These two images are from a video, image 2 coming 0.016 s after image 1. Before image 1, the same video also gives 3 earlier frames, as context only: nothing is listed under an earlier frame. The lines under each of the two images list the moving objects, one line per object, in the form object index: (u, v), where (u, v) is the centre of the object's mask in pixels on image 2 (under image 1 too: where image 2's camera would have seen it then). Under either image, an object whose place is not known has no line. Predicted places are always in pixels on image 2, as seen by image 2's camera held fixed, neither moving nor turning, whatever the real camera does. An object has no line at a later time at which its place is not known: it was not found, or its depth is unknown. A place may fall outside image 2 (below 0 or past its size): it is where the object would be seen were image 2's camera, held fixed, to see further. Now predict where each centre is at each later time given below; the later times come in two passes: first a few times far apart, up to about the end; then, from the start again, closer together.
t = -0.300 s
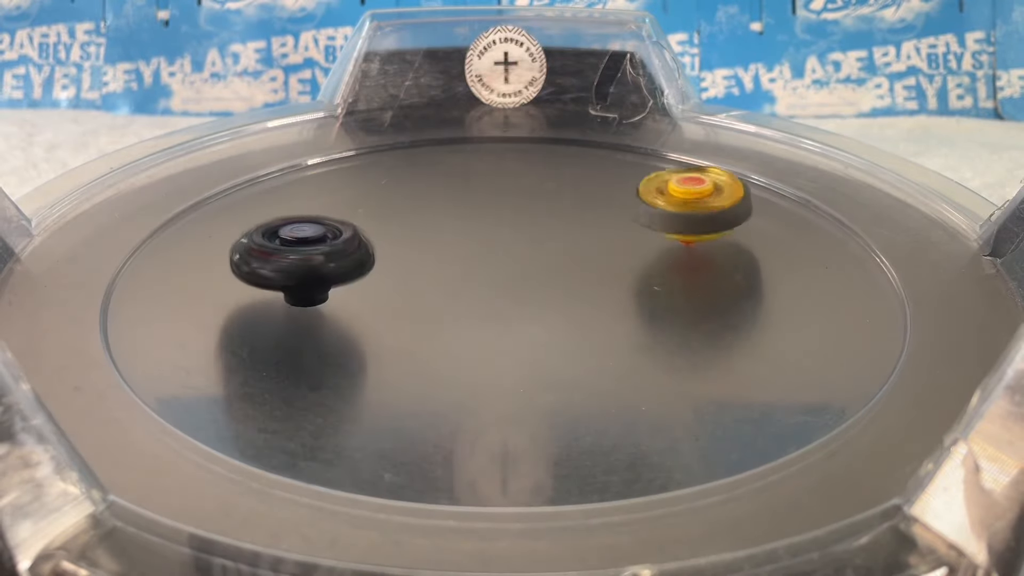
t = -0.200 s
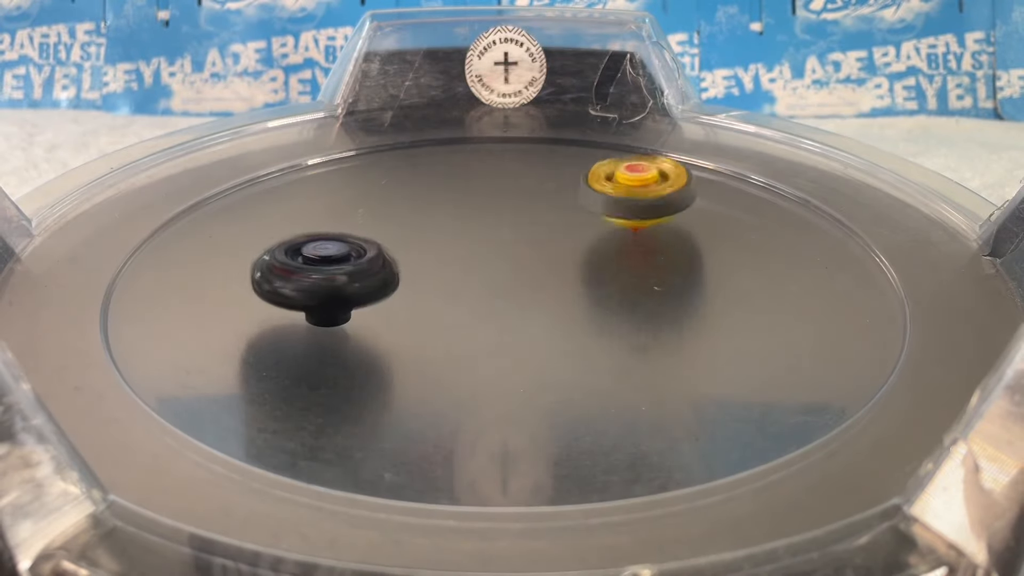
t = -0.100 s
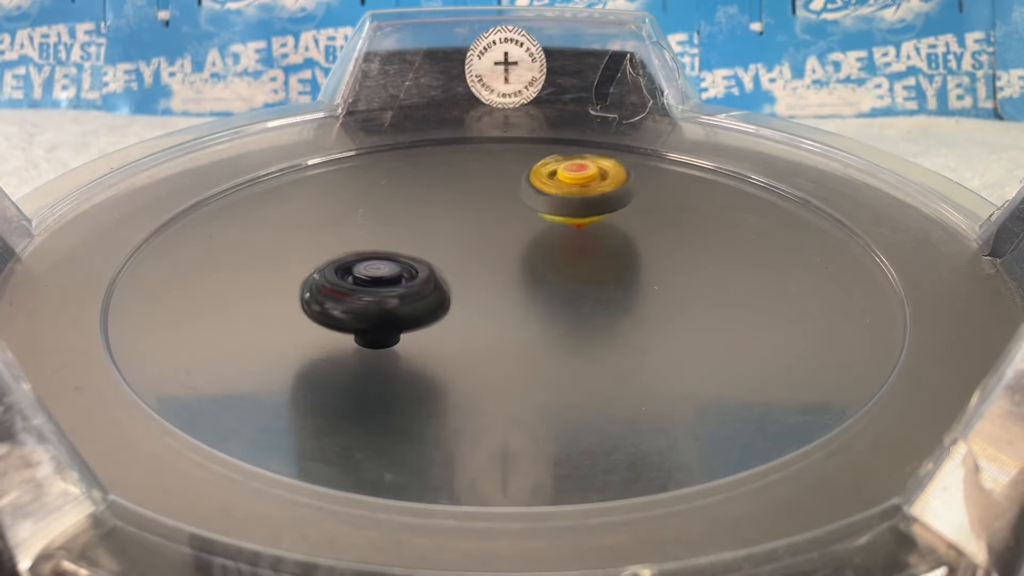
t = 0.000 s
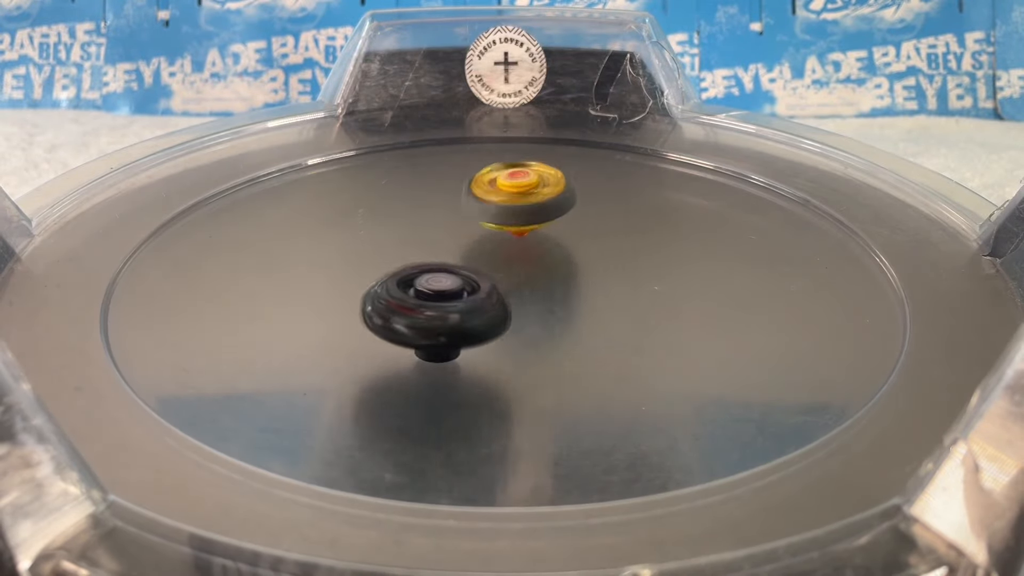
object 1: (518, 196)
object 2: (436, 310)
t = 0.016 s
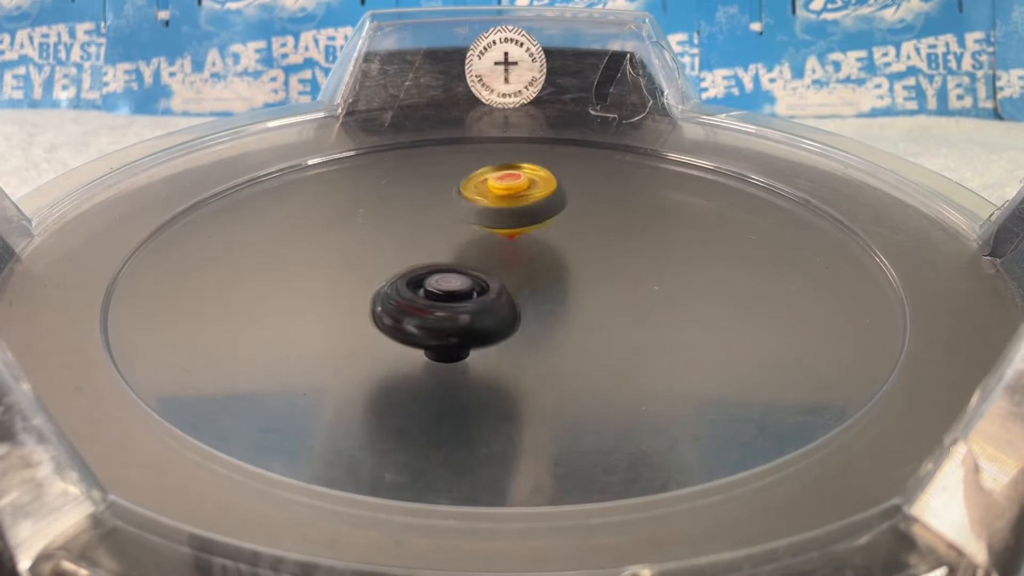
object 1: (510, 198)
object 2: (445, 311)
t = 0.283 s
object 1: (375, 252)
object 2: (565, 305)
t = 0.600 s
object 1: (244, 311)
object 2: (753, 301)
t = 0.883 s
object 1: (475, 387)
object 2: (574, 252)
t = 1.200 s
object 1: (673, 297)
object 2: (490, 266)
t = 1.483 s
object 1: (568, 215)
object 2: (505, 284)
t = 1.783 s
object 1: (396, 208)
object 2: (523, 283)
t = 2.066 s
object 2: (521, 281)
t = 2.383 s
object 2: (716, 200)
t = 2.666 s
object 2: (621, 212)
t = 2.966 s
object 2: (447, 277)
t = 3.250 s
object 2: (483, 288)
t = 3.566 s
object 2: (529, 282)
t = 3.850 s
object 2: (526, 280)
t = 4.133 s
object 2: (673, 211)
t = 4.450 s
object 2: (623, 226)
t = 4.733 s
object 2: (497, 280)
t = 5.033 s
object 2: (328, 314)
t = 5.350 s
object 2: (344, 341)
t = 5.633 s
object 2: (582, 285)
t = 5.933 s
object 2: (568, 267)
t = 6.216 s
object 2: (585, 228)
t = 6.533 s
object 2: (496, 235)
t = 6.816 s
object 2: (490, 267)
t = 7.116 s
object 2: (109, 223)
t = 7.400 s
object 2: (369, 331)
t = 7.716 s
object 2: (714, 276)
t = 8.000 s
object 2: (633, 265)
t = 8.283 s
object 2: (569, 263)
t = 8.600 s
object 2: (535, 258)
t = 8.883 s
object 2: (417, 104)
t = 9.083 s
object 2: (396, 211)
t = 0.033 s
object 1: (501, 201)
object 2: (454, 311)
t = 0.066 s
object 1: (482, 207)
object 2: (470, 311)
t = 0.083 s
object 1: (473, 211)
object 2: (478, 310)
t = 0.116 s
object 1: (459, 218)
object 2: (492, 308)
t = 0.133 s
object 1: (451, 222)
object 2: (497, 307)
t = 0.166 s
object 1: (436, 231)
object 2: (506, 304)
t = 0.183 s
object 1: (430, 235)
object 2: (511, 303)
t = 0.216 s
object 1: (420, 246)
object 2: (518, 300)
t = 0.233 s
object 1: (414, 252)
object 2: (521, 299)
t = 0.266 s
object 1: (397, 256)
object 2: (539, 299)
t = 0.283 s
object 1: (375, 252)
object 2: (565, 305)
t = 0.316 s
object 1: (336, 245)
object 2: (617, 313)
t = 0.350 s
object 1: (304, 241)
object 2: (665, 318)
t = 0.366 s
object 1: (292, 240)
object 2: (686, 318)
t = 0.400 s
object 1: (272, 242)
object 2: (725, 322)
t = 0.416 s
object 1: (264, 245)
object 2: (740, 321)
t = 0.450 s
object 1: (252, 252)
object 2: (764, 320)
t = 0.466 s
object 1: (248, 256)
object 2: (771, 320)
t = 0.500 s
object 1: (243, 269)
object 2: (777, 315)
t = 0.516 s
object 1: (241, 275)
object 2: (776, 315)
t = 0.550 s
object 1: (238, 289)
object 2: (770, 310)
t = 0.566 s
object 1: (239, 296)
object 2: (765, 306)
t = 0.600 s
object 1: (244, 311)
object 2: (753, 301)
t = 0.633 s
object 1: (252, 326)
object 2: (738, 294)
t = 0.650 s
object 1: (259, 332)
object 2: (729, 291)
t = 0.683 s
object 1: (278, 345)
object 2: (708, 284)
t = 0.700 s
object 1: (290, 351)
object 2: (697, 281)
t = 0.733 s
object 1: (316, 364)
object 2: (674, 274)
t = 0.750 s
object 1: (331, 369)
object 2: (662, 272)
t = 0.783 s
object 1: (364, 376)
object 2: (641, 266)
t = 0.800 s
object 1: (382, 380)
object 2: (630, 263)
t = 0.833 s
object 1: (419, 385)
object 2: (607, 257)
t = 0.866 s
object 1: (456, 387)
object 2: (585, 253)
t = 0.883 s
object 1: (475, 387)
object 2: (574, 252)
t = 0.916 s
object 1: (513, 384)
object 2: (556, 250)
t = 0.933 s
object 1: (531, 382)
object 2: (549, 249)
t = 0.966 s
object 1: (564, 377)
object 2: (535, 249)
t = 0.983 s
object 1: (578, 373)
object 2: (529, 249)
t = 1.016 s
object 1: (605, 364)
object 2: (518, 250)
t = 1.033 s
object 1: (617, 358)
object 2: (514, 251)
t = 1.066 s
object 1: (640, 348)
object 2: (507, 253)
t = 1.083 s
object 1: (648, 343)
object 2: (504, 255)
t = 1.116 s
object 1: (660, 330)
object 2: (499, 257)
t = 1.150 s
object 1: (668, 316)
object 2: (494, 261)
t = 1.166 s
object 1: (671, 310)
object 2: (492, 263)
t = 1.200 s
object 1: (673, 297)
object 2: (490, 266)
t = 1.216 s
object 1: (673, 292)
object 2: (491, 268)
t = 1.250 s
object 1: (668, 279)
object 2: (490, 270)
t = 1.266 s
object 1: (665, 273)
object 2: (490, 272)
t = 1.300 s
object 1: (655, 261)
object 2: (491, 275)
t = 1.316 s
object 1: (650, 256)
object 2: (492, 277)
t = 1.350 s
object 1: (638, 246)
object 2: (495, 279)
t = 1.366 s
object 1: (630, 241)
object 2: (497, 280)
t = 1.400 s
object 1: (614, 233)
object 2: (498, 281)
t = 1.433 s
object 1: (597, 225)
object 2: (501, 283)
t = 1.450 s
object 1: (588, 221)
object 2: (504, 283)
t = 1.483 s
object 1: (568, 215)
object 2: (505, 284)
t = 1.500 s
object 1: (559, 212)
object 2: (506, 284)
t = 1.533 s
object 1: (538, 207)
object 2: (509, 286)
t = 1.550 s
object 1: (527, 205)
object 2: (511, 285)
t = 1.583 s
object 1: (507, 203)
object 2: (515, 285)
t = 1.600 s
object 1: (498, 202)
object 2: (517, 286)
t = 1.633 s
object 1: (478, 201)
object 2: (517, 284)
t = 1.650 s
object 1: (468, 201)
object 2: (518, 285)
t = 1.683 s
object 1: (447, 201)
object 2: (522, 285)
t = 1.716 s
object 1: (429, 202)
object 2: (521, 284)
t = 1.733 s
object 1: (420, 203)
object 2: (522, 284)
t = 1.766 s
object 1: (403, 206)
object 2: (523, 284)
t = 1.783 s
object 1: (396, 208)
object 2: (523, 283)
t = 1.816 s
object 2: (522, 283)
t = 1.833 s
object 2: (522, 283)
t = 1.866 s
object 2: (524, 282)
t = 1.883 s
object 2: (524, 282)
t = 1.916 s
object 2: (523, 281)
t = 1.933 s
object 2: (522, 281)
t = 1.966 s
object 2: (524, 281)
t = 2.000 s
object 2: (522, 281)
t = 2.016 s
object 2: (521, 281)
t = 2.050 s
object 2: (522, 281)
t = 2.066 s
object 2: (521, 281)
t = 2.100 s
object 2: (519, 281)
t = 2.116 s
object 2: (518, 281)
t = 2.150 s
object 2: (519, 280)
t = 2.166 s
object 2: (517, 280)
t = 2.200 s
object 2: (517, 280)
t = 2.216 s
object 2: (528, 277)
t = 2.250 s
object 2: (581, 260)
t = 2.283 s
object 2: (627, 243)
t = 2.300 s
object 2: (648, 234)
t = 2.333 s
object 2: (680, 218)
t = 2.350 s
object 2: (695, 212)
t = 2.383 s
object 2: (716, 200)
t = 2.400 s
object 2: (723, 196)
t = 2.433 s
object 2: (733, 189)
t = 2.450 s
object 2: (732, 187)
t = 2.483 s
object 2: (728, 186)
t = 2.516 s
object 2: (716, 187)
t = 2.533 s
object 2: (708, 188)
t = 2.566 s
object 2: (692, 193)
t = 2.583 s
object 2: (680, 195)
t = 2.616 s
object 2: (659, 201)
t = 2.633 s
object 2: (648, 204)
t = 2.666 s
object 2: (621, 212)
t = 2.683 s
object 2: (609, 216)
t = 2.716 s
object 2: (583, 223)
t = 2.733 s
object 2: (569, 227)
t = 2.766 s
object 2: (545, 235)
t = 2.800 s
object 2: (519, 244)
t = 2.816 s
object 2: (509, 248)
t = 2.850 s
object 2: (488, 255)
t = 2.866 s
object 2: (479, 259)
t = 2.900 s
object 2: (465, 266)
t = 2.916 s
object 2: (458, 269)
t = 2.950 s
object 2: (451, 274)
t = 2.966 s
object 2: (447, 277)
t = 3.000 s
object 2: (444, 281)
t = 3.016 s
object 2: (444, 282)
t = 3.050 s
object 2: (443, 286)
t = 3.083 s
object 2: (447, 287)
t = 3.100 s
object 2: (448, 288)
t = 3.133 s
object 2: (456, 289)
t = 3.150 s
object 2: (458, 289)
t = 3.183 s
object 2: (467, 289)
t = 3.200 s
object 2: (470, 288)
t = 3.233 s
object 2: (478, 289)
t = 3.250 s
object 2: (483, 288)
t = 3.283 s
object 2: (488, 288)
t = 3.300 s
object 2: (493, 288)
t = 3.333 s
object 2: (500, 287)
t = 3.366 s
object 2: (507, 286)
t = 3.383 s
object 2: (509, 286)
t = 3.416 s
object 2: (516, 284)
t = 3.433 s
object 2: (516, 284)
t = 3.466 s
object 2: (522, 283)
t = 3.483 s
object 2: (522, 282)
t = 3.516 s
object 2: (526, 282)
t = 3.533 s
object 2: (526, 282)
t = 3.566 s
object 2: (529, 282)
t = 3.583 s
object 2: (529, 281)
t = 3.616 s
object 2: (530, 281)
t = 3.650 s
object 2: (529, 280)
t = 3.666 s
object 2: (530, 281)
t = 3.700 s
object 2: (530, 280)
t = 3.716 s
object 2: (530, 280)
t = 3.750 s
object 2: (529, 280)
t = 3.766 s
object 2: (528, 281)
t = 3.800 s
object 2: (527, 280)
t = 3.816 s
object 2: (527, 280)
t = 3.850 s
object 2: (526, 280)
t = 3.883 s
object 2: (526, 281)
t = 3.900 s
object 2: (524, 280)
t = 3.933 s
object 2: (524, 281)
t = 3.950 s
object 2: (522, 280)
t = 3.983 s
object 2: (525, 280)
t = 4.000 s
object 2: (528, 278)
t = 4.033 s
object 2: (576, 260)
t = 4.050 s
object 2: (595, 251)
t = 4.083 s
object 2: (632, 233)
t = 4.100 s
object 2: (648, 225)
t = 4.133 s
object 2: (673, 211)
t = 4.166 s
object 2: (690, 200)
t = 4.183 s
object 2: (697, 196)
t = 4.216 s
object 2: (703, 192)
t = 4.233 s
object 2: (701, 191)
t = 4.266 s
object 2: (697, 192)
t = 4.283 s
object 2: (692, 194)
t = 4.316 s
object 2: (681, 198)
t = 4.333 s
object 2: (678, 201)
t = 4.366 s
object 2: (664, 207)
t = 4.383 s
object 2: (656, 209)
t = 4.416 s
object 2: (641, 217)
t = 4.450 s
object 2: (623, 226)
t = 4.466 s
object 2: (613, 230)
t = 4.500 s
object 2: (596, 238)
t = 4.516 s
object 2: (586, 242)
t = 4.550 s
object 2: (567, 250)
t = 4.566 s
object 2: (560, 254)
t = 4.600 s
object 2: (543, 261)
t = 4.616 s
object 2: (535, 264)
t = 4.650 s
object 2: (521, 270)
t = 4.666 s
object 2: (514, 273)
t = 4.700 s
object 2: (504, 277)
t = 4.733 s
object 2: (497, 280)
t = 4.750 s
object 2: (494, 281)
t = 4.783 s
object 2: (489, 283)
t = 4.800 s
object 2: (489, 283)
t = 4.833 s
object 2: (488, 284)
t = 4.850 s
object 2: (486, 285)
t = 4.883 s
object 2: (488, 284)
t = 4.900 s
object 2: (489, 284)
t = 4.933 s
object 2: (483, 286)
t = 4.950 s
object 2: (456, 292)
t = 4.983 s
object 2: (402, 301)
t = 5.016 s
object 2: (352, 310)
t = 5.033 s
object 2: (328, 314)
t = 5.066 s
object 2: (287, 317)
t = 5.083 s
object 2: (270, 319)
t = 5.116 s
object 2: (245, 323)
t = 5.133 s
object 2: (238, 326)
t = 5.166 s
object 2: (233, 329)
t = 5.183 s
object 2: (231, 330)
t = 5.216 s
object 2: (240, 336)
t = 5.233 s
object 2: (250, 337)
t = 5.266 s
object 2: (271, 338)
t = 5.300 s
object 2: (298, 342)
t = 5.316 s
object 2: (311, 343)
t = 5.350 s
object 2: (344, 341)
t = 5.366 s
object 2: (360, 341)
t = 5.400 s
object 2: (394, 339)
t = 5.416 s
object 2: (414, 337)
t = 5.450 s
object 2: (448, 331)
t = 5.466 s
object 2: (462, 328)
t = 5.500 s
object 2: (495, 322)
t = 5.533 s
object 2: (524, 312)
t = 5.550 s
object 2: (535, 307)
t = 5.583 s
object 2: (557, 299)
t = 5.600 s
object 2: (568, 295)
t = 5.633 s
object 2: (582, 285)
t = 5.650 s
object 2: (588, 282)
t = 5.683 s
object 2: (596, 276)
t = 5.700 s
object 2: (596, 272)
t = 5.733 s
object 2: (598, 268)
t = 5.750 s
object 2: (599, 267)
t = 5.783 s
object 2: (595, 265)
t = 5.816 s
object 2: (589, 264)
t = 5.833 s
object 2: (588, 265)
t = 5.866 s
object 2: (582, 266)
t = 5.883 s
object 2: (577, 266)
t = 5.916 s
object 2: (571, 267)
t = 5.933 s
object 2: (568, 267)
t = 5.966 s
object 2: (561, 268)
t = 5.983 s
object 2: (561, 268)
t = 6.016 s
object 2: (560, 266)
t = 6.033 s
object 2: (566, 262)
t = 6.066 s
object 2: (580, 251)
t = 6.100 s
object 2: (588, 244)
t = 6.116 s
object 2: (590, 240)
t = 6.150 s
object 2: (594, 235)
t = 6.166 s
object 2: (591, 233)
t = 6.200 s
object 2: (589, 230)
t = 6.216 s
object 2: (585, 228)
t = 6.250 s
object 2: (578, 227)
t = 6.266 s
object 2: (575, 226)
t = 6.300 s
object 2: (564, 225)
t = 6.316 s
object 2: (560, 225)
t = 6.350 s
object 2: (548, 225)
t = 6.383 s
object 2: (536, 226)
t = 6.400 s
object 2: (532, 227)
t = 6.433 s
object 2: (521, 227)
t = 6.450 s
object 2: (517, 228)
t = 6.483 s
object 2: (507, 231)
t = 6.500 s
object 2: (503, 233)
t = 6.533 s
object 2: (496, 235)
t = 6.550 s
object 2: (492, 237)
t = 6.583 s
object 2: (489, 240)
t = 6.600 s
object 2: (487, 242)
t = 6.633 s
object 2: (486, 246)
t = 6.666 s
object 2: (486, 250)
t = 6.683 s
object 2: (485, 252)
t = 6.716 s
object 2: (486, 256)
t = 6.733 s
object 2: (486, 258)
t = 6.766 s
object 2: (488, 261)
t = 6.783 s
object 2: (487, 263)
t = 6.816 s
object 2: (490, 267)
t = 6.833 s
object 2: (490, 267)
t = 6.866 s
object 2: (492, 271)
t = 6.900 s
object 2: (496, 274)
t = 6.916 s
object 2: (495, 275)
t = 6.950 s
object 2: (498, 277)
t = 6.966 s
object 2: (498, 278)
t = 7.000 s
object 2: (397, 276)
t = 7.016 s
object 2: (344, 274)
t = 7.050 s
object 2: (243, 261)
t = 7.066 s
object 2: (198, 253)
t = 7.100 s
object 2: (119, 235)
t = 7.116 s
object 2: (109, 223)
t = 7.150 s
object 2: (98, 221)
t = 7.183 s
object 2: (91, 238)
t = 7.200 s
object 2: (92, 233)
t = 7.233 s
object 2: (103, 246)
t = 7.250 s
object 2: (115, 262)
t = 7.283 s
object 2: (158, 284)
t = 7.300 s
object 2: (183, 291)
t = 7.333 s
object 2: (241, 309)
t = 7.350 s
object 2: (273, 313)
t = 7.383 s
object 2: (337, 327)
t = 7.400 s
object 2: (369, 331)
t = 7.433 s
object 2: (435, 335)
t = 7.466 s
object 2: (500, 335)
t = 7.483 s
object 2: (530, 334)
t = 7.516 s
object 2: (584, 329)
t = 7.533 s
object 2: (608, 325)
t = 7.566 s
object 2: (650, 314)
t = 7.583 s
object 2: (667, 309)
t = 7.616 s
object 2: (693, 299)
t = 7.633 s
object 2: (701, 294)
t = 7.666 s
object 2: (711, 285)
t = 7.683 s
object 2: (714, 281)
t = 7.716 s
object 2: (714, 276)
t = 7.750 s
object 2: (707, 273)
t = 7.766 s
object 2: (703, 272)
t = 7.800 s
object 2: (696, 269)
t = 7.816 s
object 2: (692, 269)
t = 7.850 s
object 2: (682, 268)
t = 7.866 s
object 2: (676, 267)
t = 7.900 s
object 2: (665, 266)
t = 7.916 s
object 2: (660, 265)
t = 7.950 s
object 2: (651, 265)
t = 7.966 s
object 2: (645, 265)
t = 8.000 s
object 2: (633, 265)
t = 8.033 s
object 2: (623, 264)
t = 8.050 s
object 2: (618, 264)
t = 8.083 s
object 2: (609, 264)
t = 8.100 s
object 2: (603, 265)
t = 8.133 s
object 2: (594, 264)
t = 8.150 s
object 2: (591, 264)
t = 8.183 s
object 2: (585, 264)
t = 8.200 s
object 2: (583, 264)
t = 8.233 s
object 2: (575, 264)
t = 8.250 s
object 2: (573, 263)
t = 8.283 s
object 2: (569, 263)
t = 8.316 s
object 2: (566, 263)
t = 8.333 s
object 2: (564, 263)
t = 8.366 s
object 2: (559, 263)
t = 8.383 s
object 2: (557, 262)
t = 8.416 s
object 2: (554, 262)
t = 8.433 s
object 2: (553, 262)
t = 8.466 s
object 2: (549, 262)
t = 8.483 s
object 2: (547, 262)
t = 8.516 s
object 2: (543, 260)
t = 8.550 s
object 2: (540, 260)
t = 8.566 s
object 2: (539, 259)
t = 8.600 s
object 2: (535, 258)
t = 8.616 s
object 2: (532, 258)
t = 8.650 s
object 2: (526, 258)
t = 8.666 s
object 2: (524, 257)
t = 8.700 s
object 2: (521, 256)
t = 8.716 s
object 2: (506, 236)
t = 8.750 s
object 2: (477, 196)
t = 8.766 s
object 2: (465, 178)
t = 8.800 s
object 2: (443, 142)
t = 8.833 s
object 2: (426, 116)
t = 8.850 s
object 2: (419, 101)
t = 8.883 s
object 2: (417, 104)
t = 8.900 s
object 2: (414, 114)
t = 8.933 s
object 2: (409, 128)
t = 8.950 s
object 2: (402, 134)
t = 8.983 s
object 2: (399, 146)
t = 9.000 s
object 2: (397, 154)
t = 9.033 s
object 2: (393, 182)
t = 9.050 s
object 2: (393, 191)
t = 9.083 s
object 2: (396, 211)
